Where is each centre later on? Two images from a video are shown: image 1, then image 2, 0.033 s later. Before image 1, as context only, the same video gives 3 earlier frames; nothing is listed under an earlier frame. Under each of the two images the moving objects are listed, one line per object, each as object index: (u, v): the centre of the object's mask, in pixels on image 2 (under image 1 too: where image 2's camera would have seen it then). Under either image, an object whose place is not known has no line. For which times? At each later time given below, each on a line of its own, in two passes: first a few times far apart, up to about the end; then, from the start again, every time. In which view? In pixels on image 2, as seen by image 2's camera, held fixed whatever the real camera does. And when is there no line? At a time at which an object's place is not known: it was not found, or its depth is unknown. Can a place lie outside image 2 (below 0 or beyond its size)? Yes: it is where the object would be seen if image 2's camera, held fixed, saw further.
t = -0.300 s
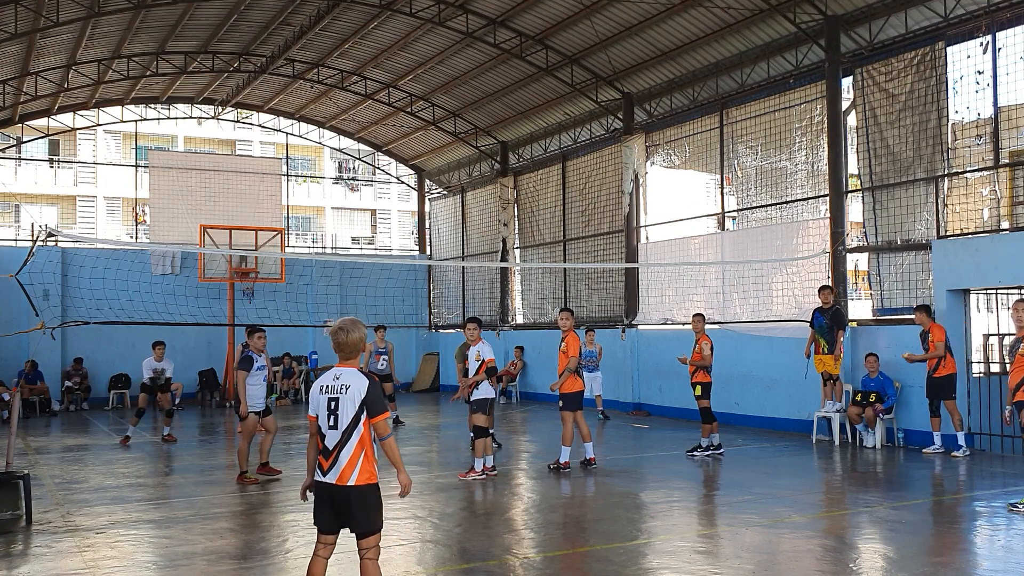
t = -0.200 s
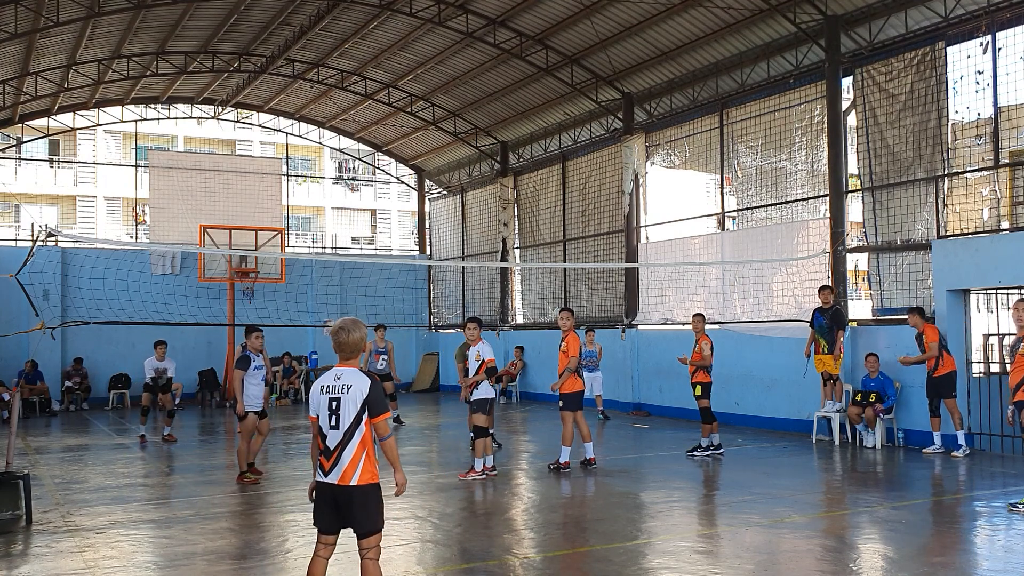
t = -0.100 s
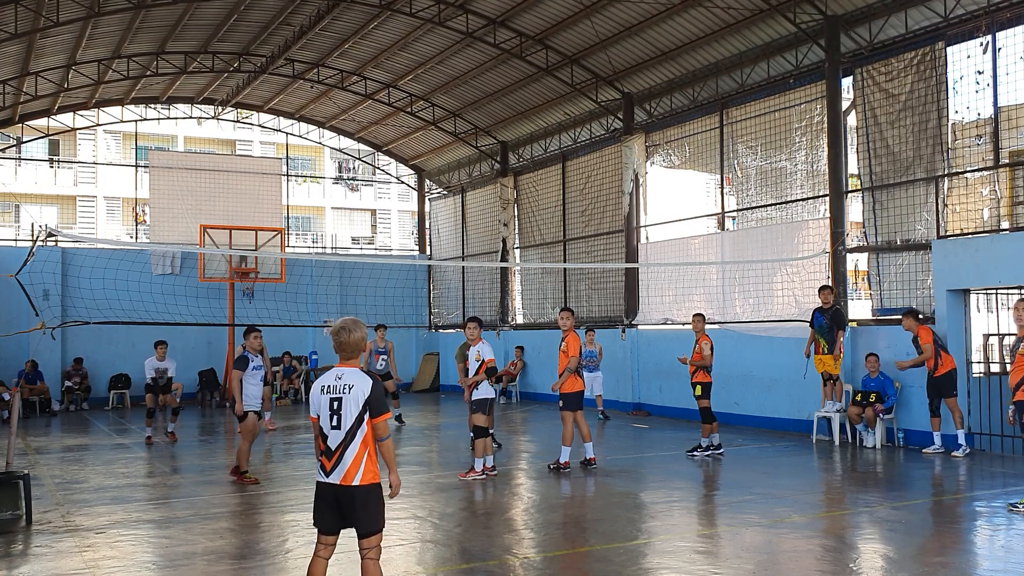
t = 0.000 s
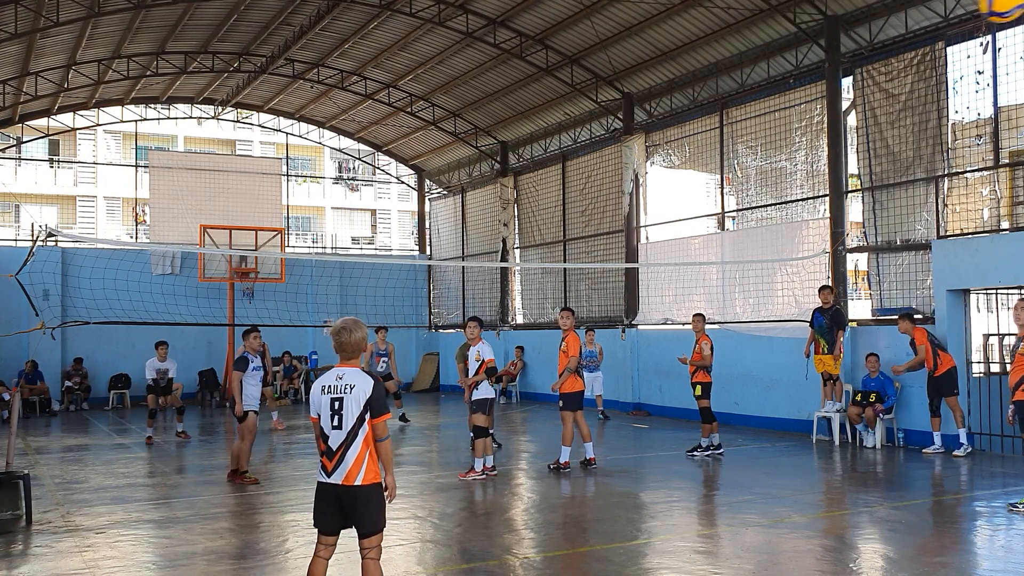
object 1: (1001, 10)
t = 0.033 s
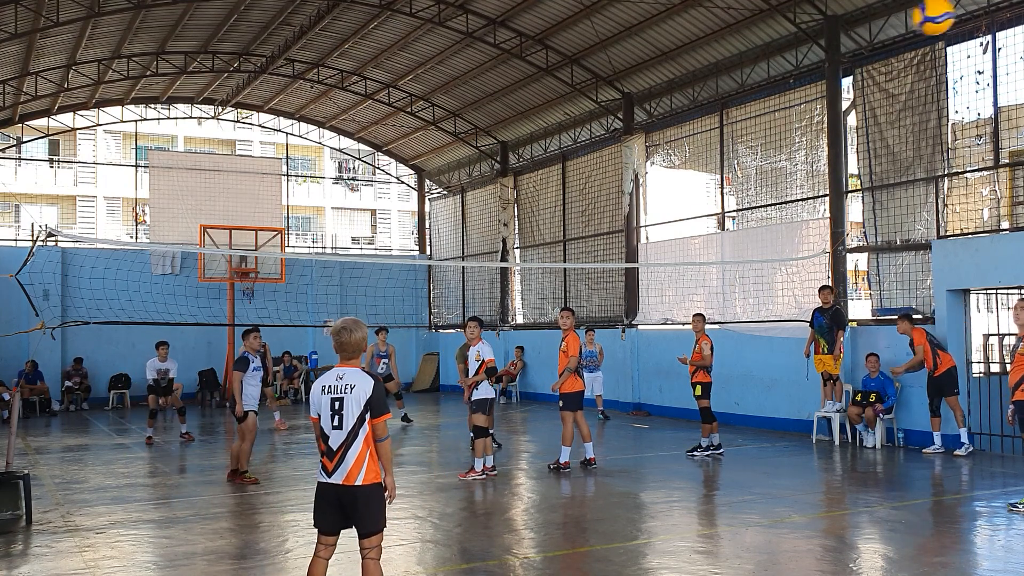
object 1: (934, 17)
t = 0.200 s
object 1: (709, 82)
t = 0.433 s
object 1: (550, 163)
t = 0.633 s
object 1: (474, 235)
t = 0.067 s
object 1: (875, 30)
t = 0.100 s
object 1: (825, 43)
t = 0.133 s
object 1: (781, 56)
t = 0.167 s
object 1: (743, 69)
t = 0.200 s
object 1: (709, 82)
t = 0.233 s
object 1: (679, 93)
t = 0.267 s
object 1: (651, 106)
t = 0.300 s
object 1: (627, 117)
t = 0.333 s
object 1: (605, 129)
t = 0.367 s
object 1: (585, 140)
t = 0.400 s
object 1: (566, 152)
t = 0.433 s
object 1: (550, 163)
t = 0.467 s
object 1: (535, 176)
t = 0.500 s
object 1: (520, 188)
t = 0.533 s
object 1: (507, 197)
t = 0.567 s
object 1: (496, 210)
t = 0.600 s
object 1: (484, 223)
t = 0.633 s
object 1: (474, 235)
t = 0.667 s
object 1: (465, 246)
